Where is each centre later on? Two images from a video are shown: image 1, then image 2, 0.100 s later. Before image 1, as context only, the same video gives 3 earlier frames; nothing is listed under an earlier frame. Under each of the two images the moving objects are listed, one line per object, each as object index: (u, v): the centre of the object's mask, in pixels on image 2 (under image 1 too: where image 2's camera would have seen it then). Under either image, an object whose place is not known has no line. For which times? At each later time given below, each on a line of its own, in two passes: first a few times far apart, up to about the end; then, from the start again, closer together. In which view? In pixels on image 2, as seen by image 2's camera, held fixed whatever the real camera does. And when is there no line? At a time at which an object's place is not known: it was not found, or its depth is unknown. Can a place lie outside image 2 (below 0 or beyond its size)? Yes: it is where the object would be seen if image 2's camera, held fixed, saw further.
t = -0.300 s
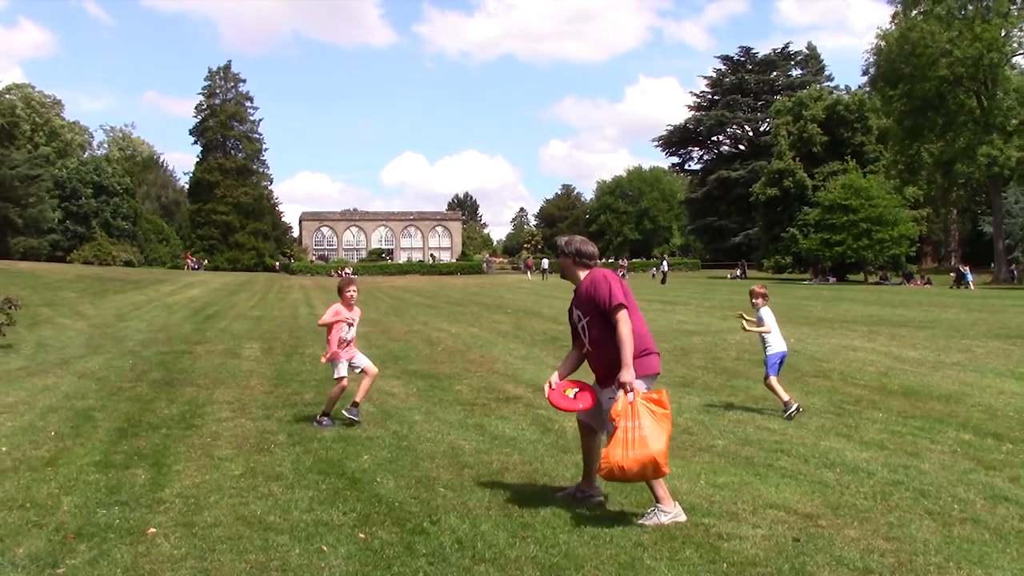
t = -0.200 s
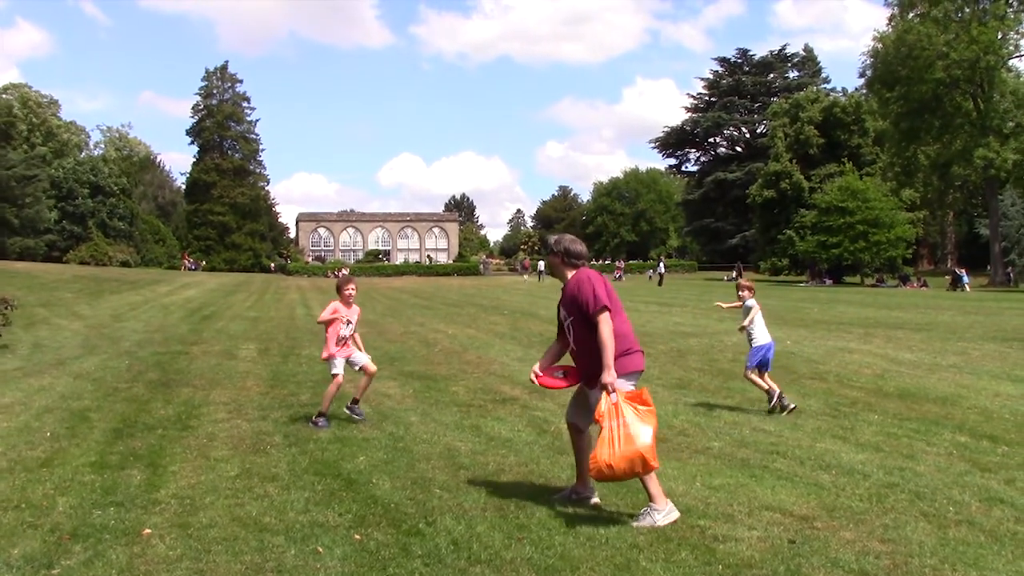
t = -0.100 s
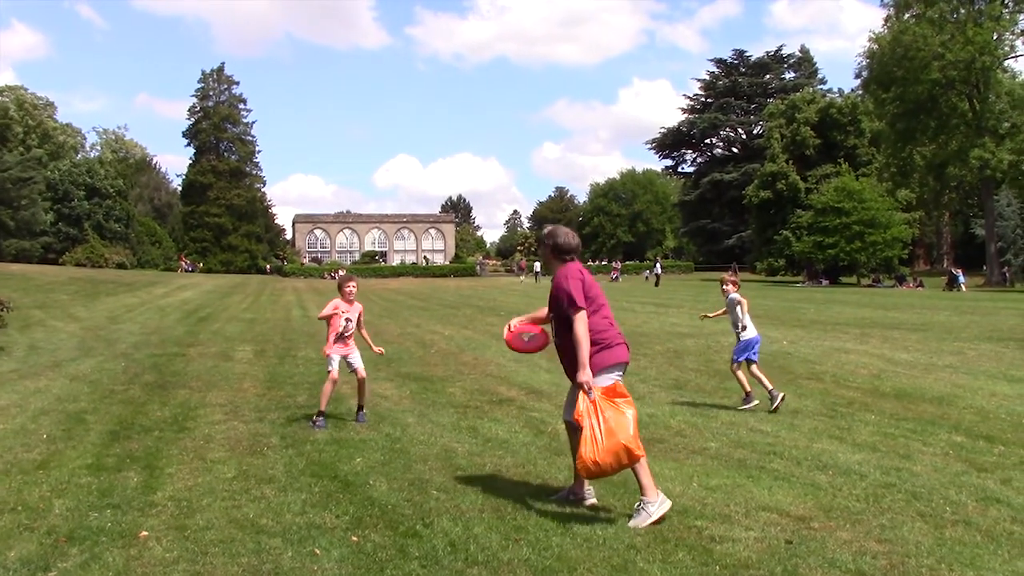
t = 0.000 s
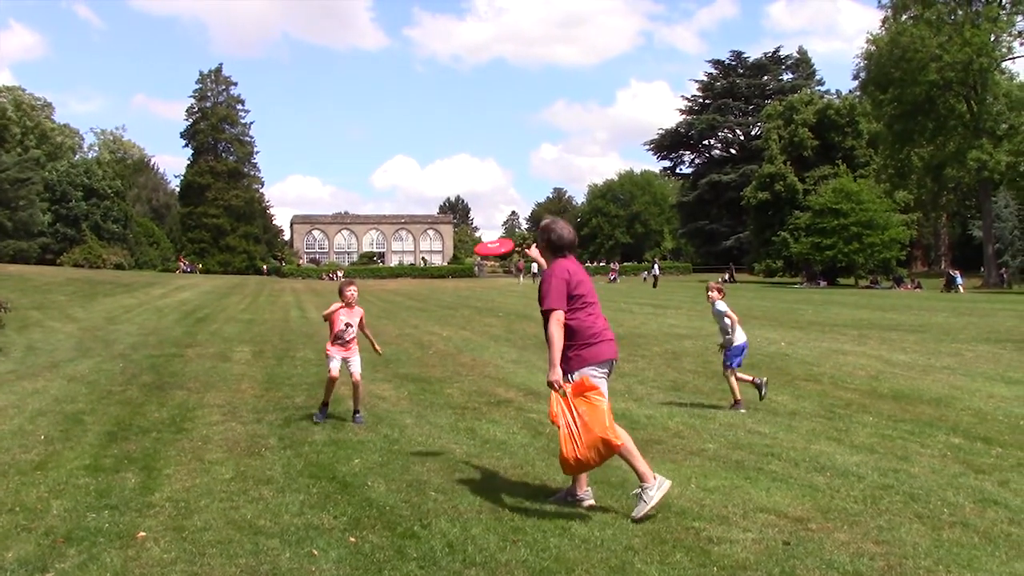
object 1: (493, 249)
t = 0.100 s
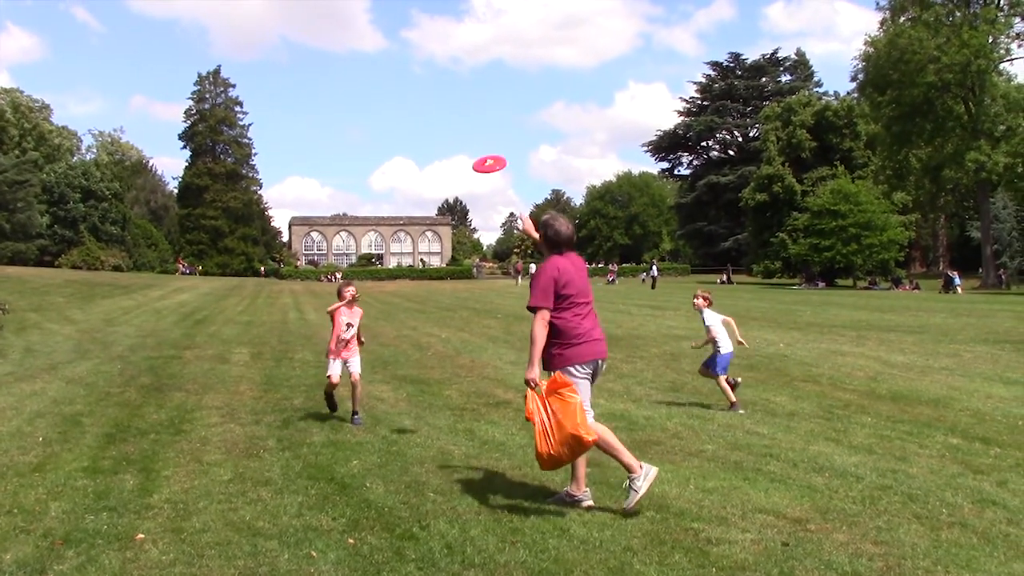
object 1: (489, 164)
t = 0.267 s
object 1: (483, 78)
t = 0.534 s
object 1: (473, 37)
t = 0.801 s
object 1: (466, 63)
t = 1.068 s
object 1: (462, 105)
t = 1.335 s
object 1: (462, 153)
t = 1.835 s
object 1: (470, 255)
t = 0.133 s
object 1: (488, 142)
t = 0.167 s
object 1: (487, 123)
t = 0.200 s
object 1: (486, 106)
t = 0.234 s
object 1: (484, 91)
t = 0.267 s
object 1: (483, 78)
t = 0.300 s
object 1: (482, 67)
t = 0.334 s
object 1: (480, 58)
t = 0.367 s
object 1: (479, 50)
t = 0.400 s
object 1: (478, 45)
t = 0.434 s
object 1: (477, 41)
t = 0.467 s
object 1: (475, 39)
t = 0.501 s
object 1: (474, 37)
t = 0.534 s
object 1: (473, 37)
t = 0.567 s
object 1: (472, 38)
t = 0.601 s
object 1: (471, 39)
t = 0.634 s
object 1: (470, 42)
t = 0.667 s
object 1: (469, 45)
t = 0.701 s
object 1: (468, 49)
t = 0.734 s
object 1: (467, 53)
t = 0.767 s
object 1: (467, 58)
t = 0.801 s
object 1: (466, 63)
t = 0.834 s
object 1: (465, 68)
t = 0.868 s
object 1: (464, 73)
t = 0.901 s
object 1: (464, 78)
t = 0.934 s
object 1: (463, 84)
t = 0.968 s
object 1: (463, 89)
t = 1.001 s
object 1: (463, 94)
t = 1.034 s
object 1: (462, 100)
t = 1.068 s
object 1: (462, 105)
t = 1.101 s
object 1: (462, 110)
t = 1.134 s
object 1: (461, 116)
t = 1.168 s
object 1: (462, 122)
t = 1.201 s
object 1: (461, 128)
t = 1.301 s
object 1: (462, 147)
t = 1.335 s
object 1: (462, 153)
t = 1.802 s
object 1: (469, 248)
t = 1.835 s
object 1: (470, 255)
